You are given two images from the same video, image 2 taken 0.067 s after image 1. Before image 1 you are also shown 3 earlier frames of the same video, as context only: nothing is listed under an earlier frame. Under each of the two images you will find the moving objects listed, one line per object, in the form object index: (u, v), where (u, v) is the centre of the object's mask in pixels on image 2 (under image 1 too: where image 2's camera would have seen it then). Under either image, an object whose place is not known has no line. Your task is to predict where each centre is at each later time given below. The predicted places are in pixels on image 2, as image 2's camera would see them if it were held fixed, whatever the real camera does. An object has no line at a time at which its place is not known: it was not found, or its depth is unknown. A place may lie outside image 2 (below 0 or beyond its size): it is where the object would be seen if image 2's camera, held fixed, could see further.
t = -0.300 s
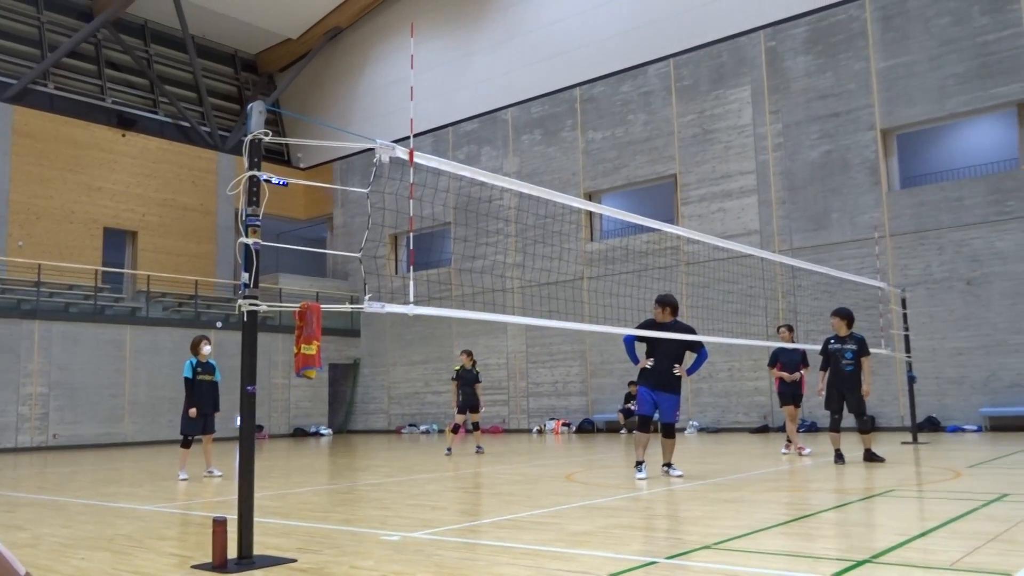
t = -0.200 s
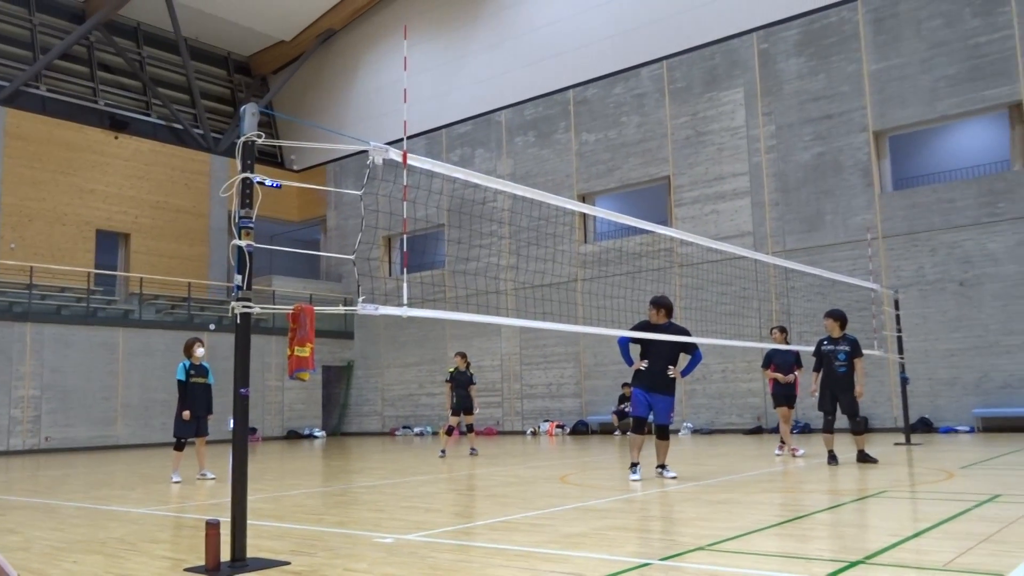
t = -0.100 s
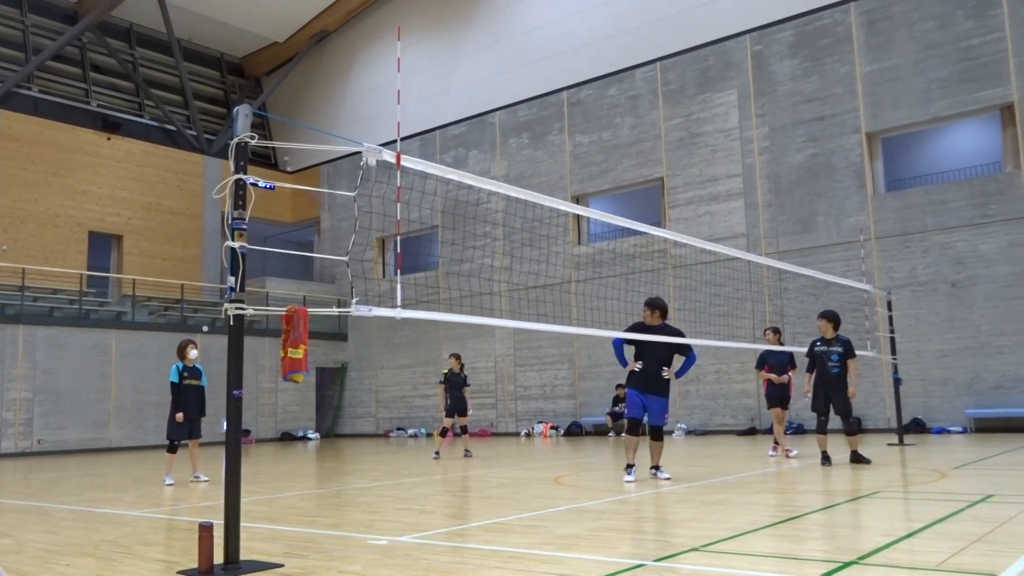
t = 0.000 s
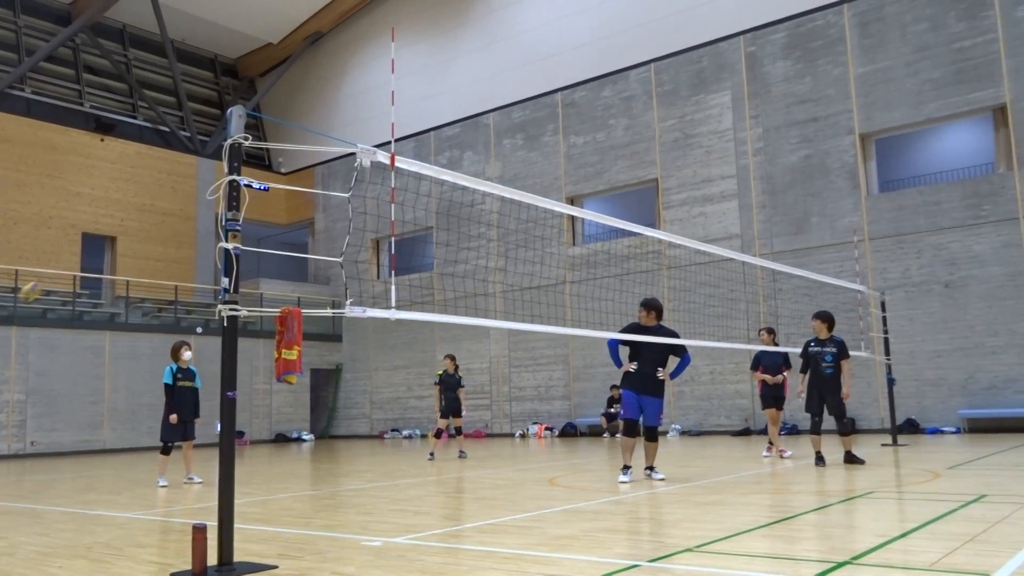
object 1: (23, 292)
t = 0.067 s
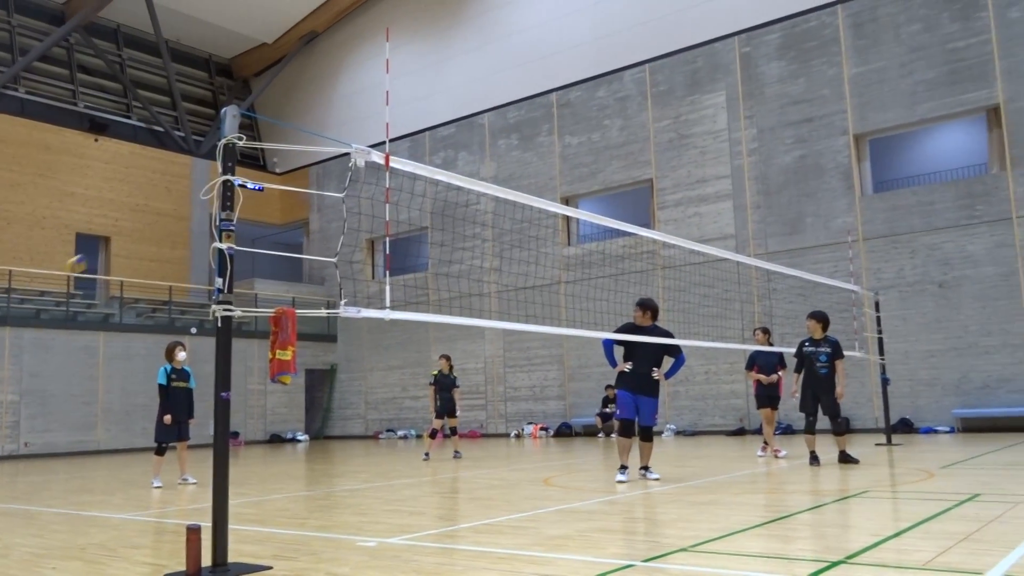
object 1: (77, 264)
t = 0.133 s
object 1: (128, 238)
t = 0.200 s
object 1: (184, 215)
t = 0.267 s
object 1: (240, 195)
